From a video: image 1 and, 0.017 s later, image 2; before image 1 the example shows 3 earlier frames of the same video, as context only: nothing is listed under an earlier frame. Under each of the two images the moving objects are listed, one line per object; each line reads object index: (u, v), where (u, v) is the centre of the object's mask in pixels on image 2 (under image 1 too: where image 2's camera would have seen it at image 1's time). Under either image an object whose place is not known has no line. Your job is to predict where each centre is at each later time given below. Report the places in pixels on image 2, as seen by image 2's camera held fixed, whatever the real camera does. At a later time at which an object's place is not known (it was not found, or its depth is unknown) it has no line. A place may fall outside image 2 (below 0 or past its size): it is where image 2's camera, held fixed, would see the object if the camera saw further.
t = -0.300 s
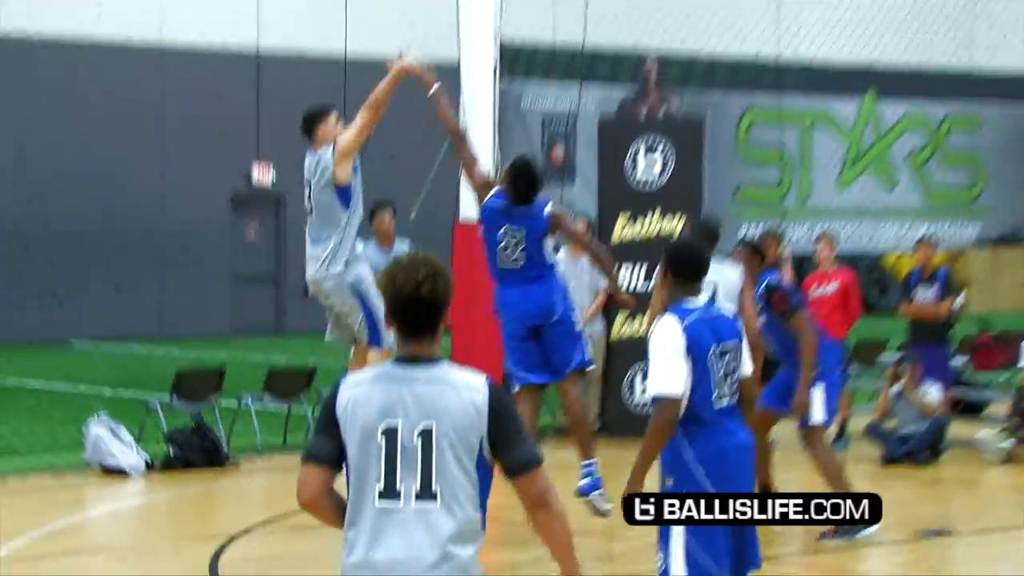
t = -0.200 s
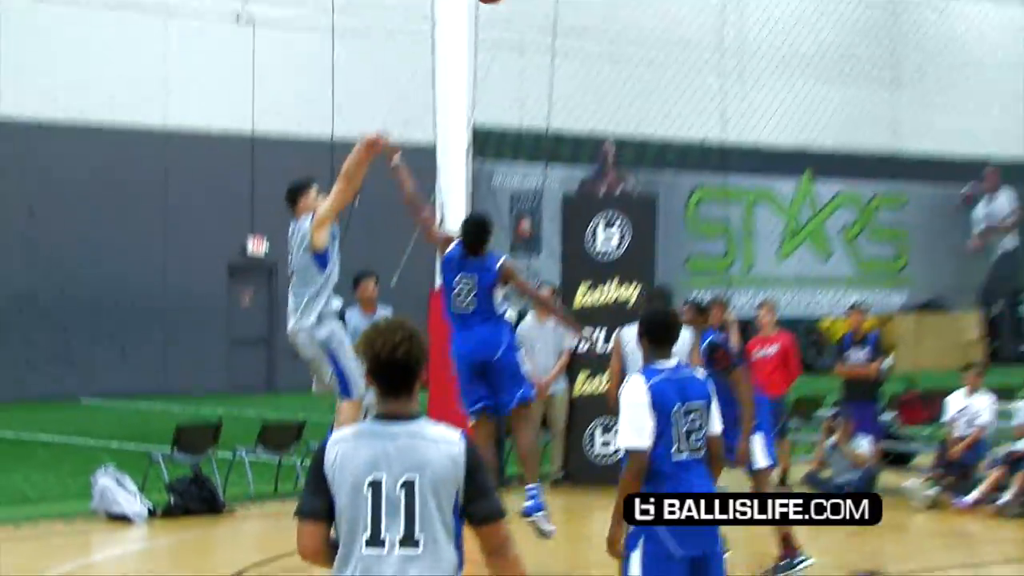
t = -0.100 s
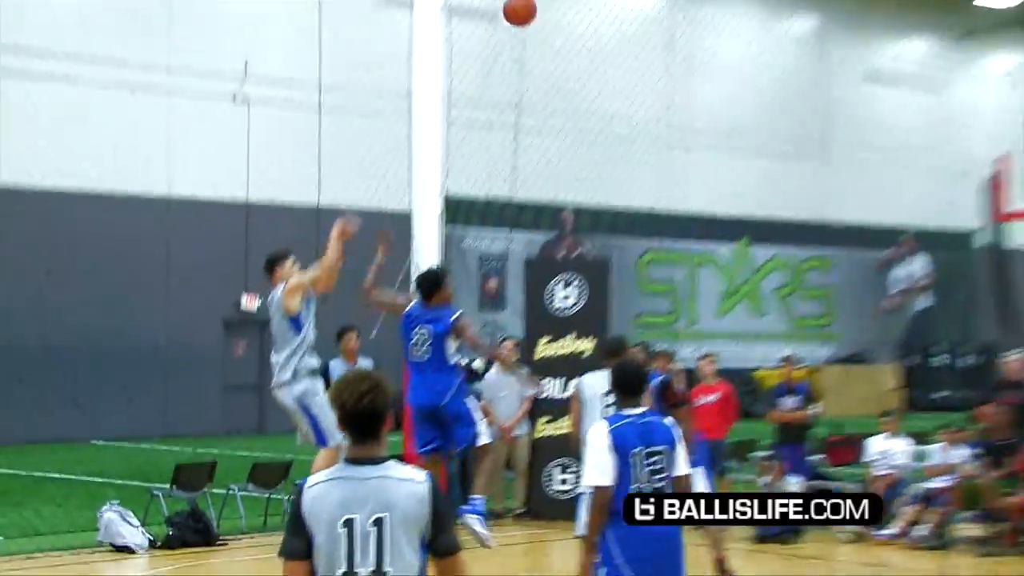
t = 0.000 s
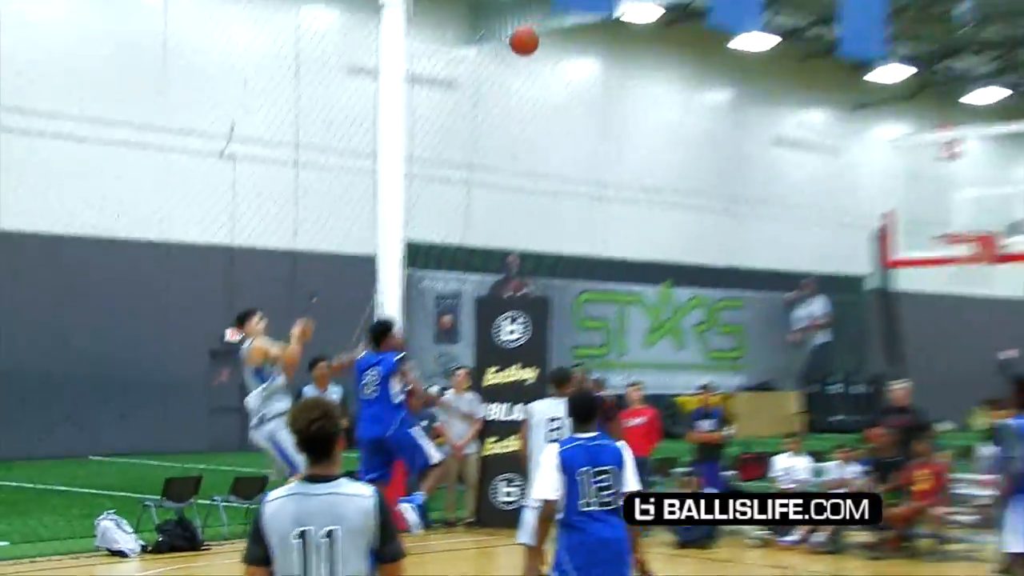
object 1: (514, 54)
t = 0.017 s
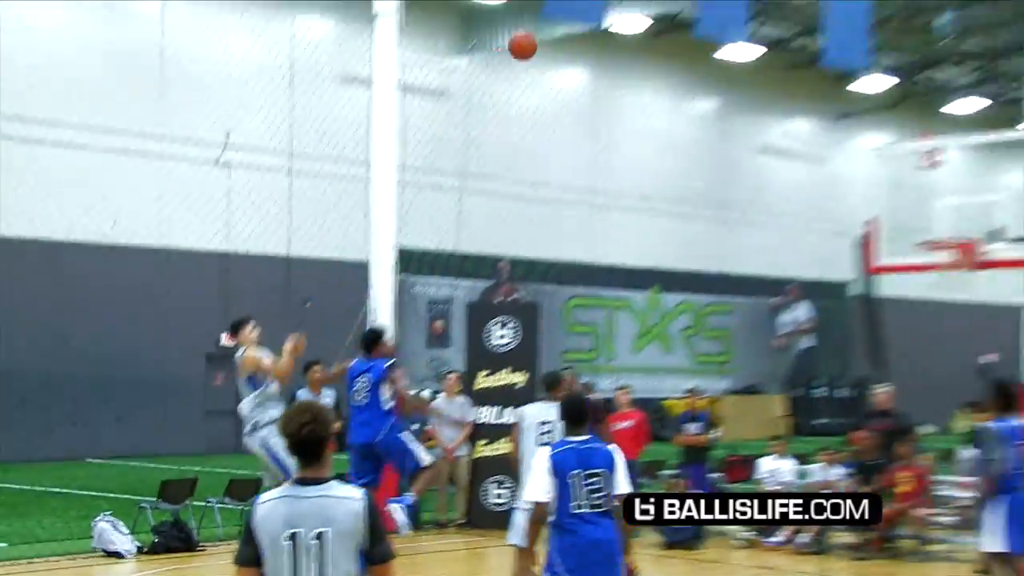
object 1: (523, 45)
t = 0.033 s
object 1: (532, 39)
